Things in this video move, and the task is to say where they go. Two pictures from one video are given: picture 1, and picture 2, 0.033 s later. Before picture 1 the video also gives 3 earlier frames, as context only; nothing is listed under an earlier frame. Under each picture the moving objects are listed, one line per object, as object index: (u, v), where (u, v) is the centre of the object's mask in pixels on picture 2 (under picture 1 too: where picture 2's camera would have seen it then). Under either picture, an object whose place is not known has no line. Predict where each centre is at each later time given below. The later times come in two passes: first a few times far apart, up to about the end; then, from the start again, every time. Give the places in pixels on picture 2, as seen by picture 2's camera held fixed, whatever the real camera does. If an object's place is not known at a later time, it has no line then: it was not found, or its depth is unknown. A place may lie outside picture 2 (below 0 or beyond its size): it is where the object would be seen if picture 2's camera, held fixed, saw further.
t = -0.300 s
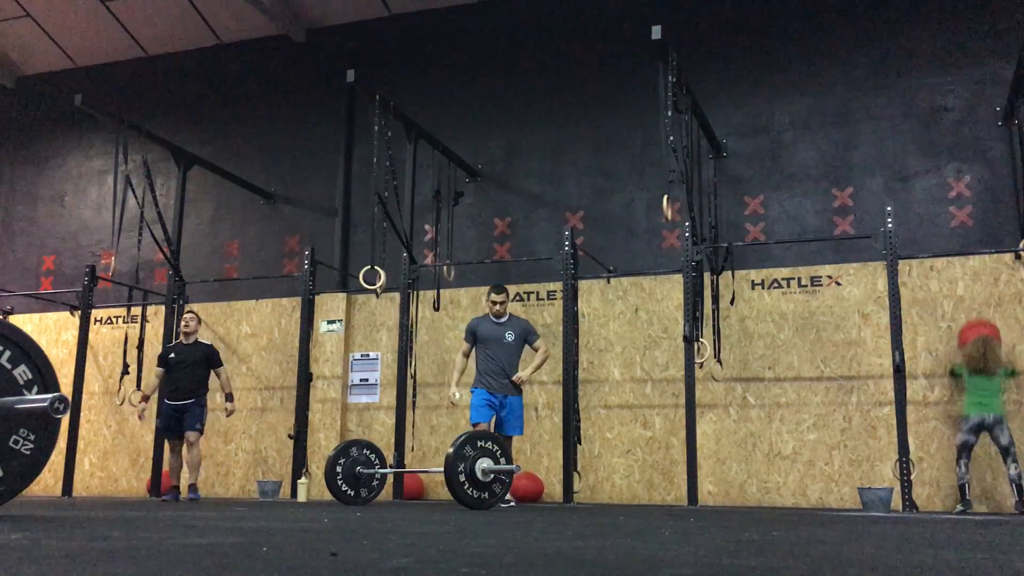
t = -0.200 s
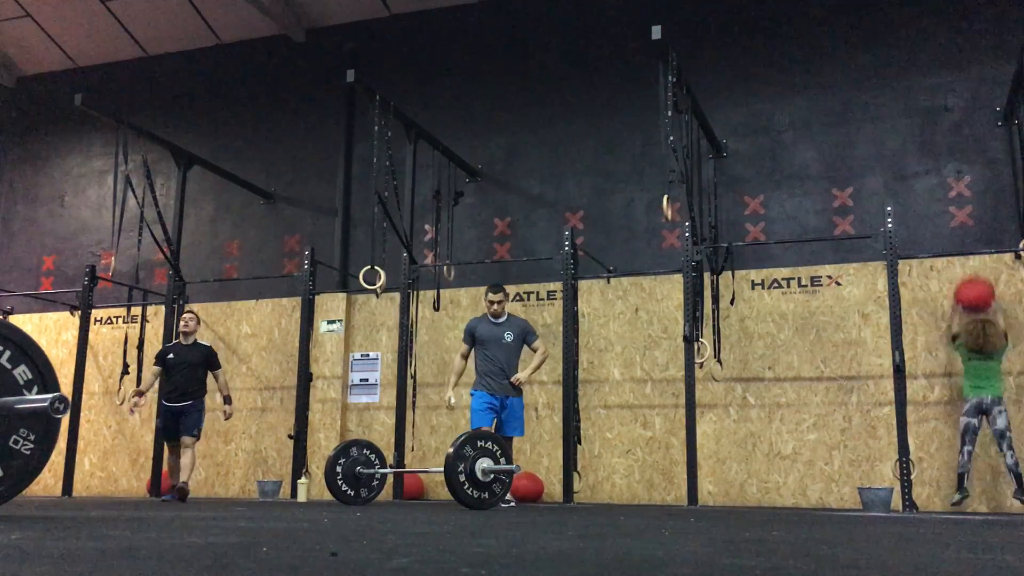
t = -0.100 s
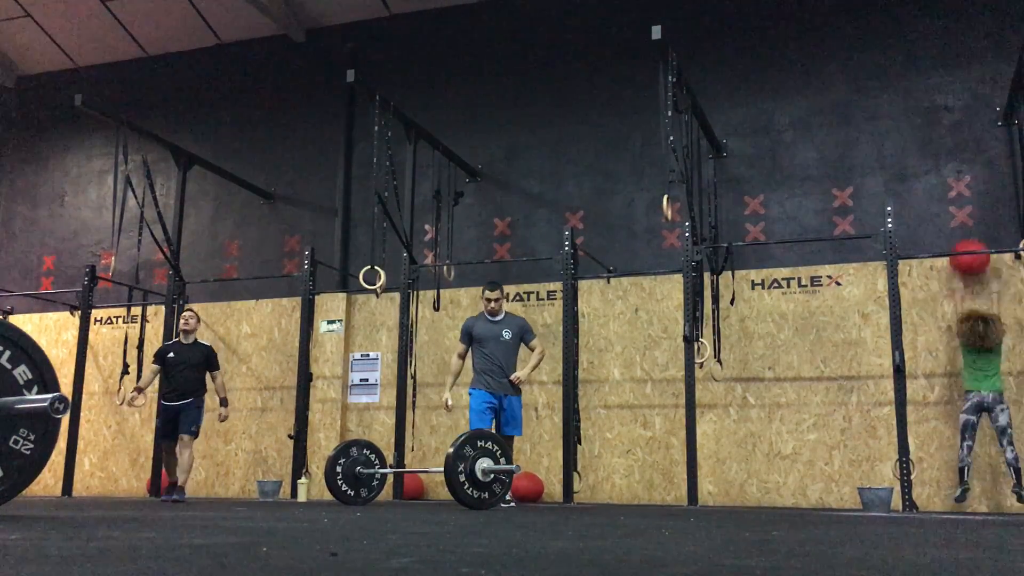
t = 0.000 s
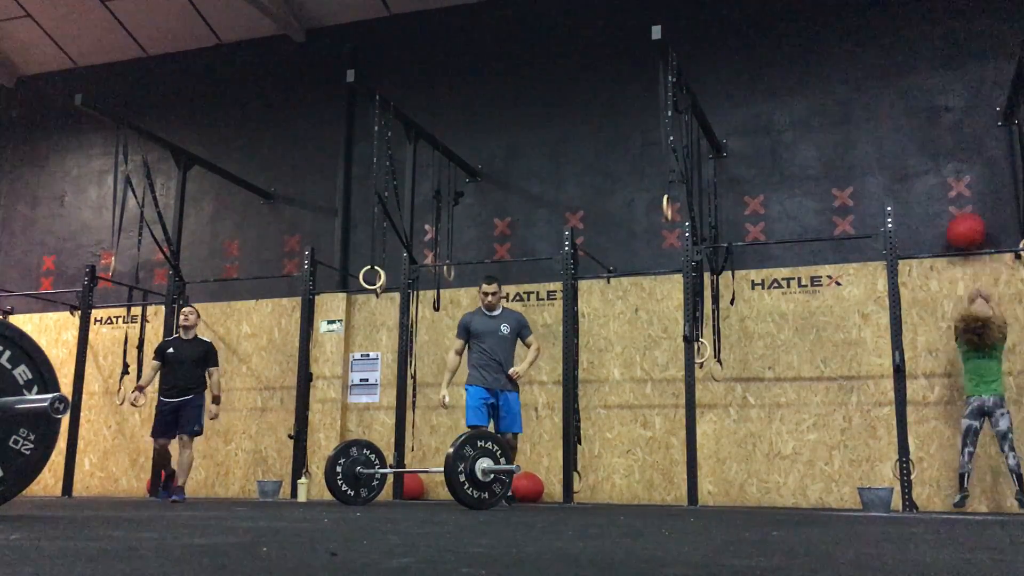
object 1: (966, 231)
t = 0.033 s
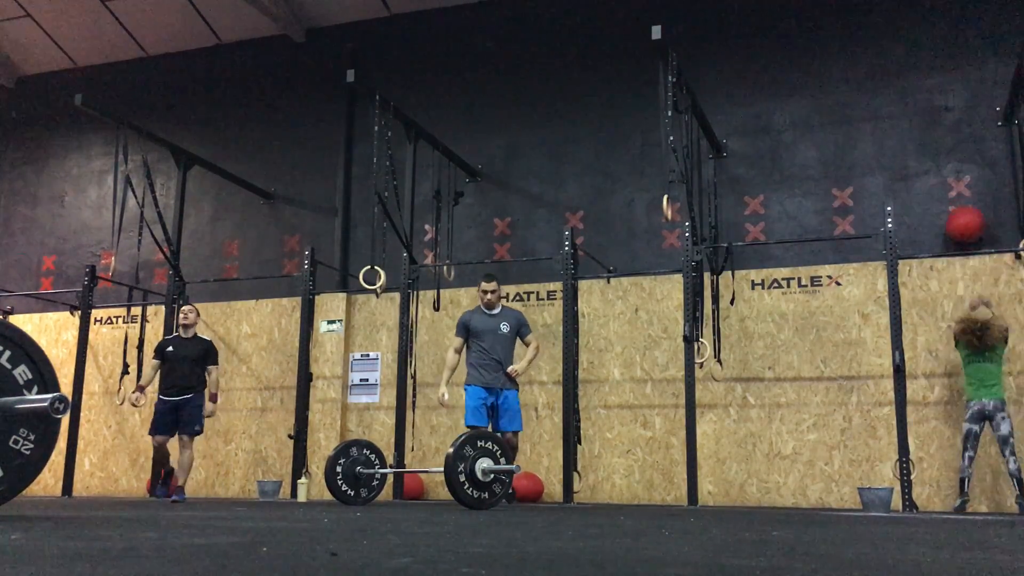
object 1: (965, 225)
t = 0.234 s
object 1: (962, 208)
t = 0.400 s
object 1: (963, 222)
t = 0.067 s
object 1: (964, 219)
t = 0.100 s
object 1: (964, 216)
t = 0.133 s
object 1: (963, 213)
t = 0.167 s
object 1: (963, 210)
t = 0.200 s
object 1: (963, 208)
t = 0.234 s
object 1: (962, 208)
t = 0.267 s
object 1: (962, 209)
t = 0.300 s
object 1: (963, 211)
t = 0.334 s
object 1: (963, 213)
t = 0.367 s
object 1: (963, 216)
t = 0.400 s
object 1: (963, 222)
